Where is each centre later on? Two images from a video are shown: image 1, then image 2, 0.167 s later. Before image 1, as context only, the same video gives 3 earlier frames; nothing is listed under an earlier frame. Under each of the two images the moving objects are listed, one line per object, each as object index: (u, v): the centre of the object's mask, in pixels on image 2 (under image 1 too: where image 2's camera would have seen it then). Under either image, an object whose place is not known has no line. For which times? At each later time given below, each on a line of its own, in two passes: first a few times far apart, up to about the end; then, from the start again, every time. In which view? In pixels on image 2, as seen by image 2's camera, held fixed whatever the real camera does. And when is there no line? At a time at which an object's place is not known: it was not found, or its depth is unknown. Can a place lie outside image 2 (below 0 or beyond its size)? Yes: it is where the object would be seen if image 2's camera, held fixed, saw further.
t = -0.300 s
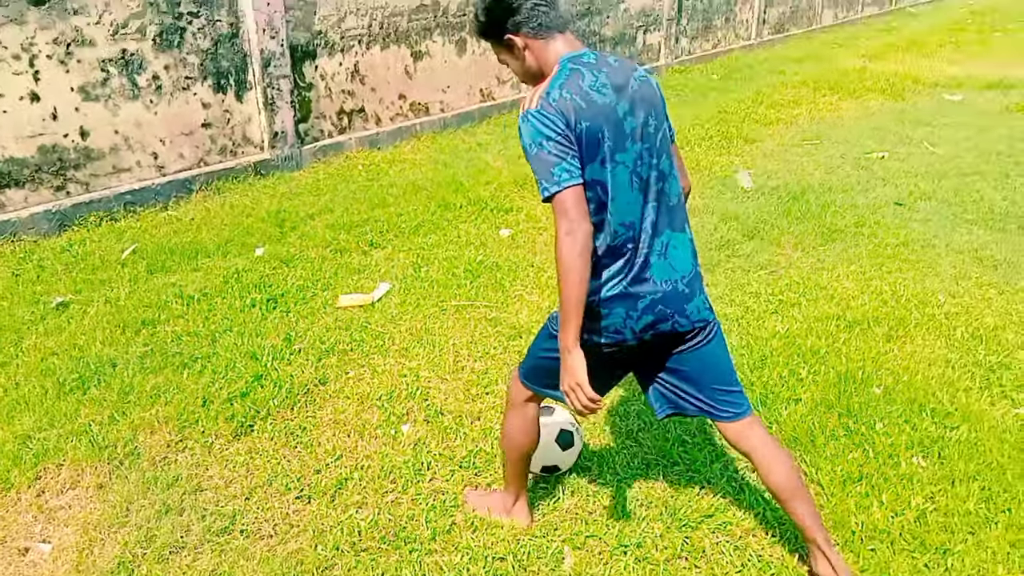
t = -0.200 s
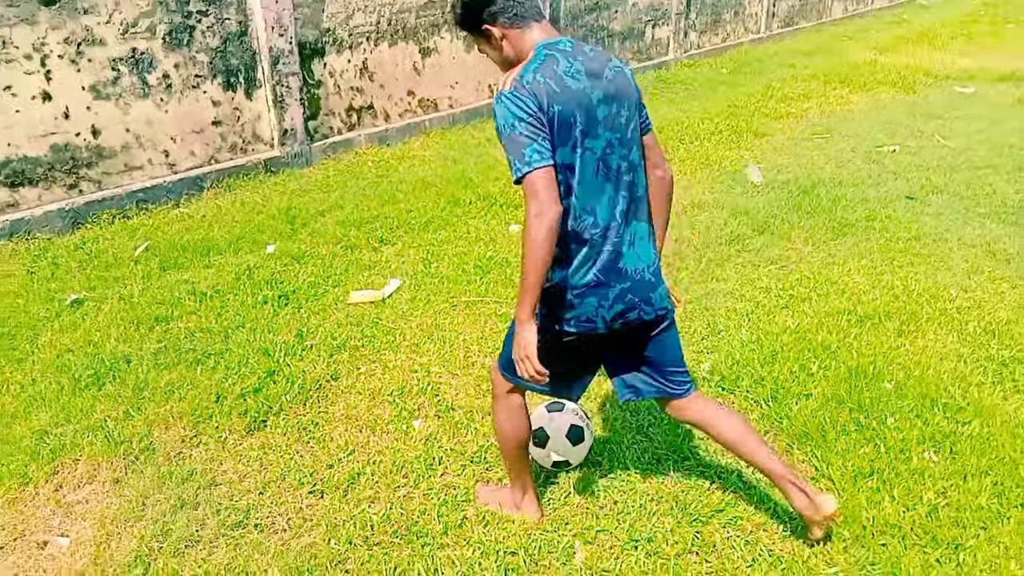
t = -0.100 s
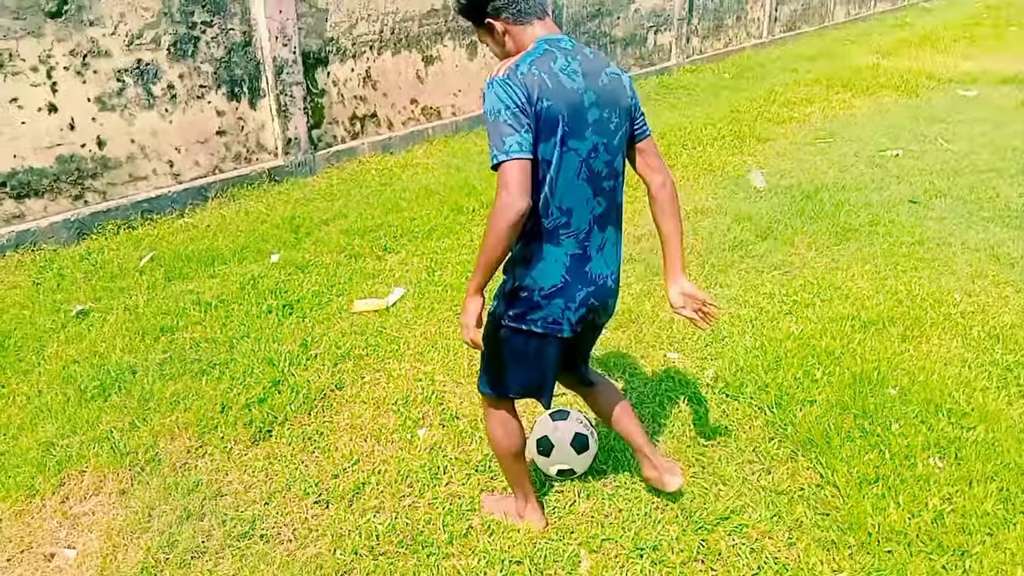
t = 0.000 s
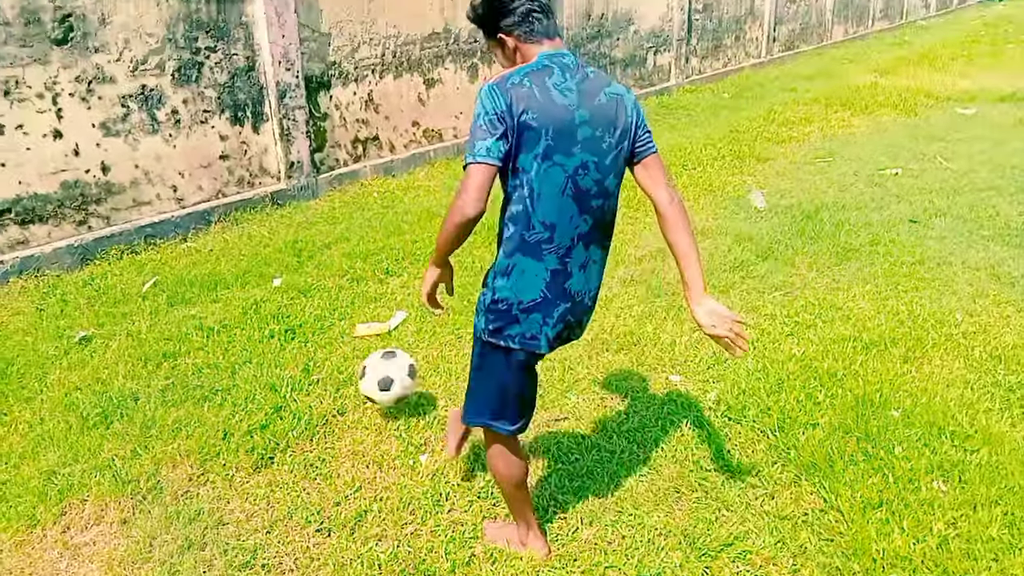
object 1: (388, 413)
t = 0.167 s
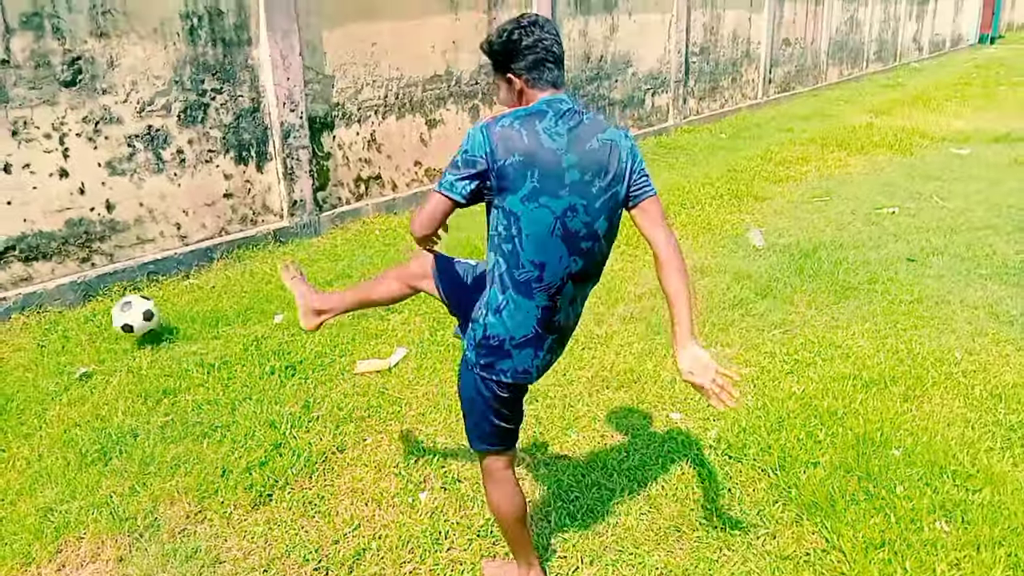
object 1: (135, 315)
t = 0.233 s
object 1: (71, 301)
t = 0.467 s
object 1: (218, 367)
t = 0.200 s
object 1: (101, 307)
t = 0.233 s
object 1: (71, 301)
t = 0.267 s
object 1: (83, 309)
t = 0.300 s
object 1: (105, 318)
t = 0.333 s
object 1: (125, 326)
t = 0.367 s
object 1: (146, 334)
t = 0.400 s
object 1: (169, 343)
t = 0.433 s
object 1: (193, 355)
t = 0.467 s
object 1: (218, 367)
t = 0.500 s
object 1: (244, 380)
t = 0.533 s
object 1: (270, 390)
